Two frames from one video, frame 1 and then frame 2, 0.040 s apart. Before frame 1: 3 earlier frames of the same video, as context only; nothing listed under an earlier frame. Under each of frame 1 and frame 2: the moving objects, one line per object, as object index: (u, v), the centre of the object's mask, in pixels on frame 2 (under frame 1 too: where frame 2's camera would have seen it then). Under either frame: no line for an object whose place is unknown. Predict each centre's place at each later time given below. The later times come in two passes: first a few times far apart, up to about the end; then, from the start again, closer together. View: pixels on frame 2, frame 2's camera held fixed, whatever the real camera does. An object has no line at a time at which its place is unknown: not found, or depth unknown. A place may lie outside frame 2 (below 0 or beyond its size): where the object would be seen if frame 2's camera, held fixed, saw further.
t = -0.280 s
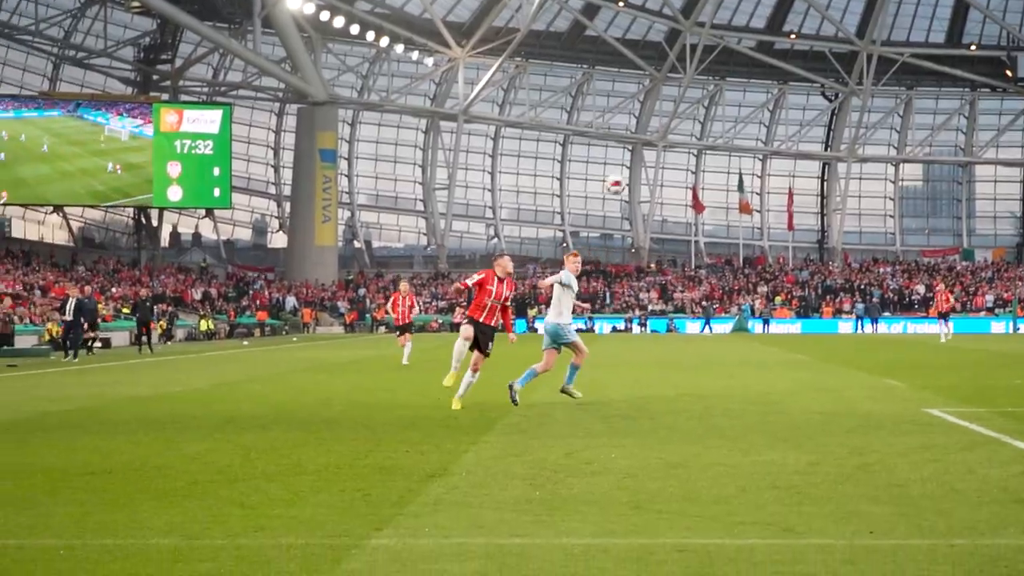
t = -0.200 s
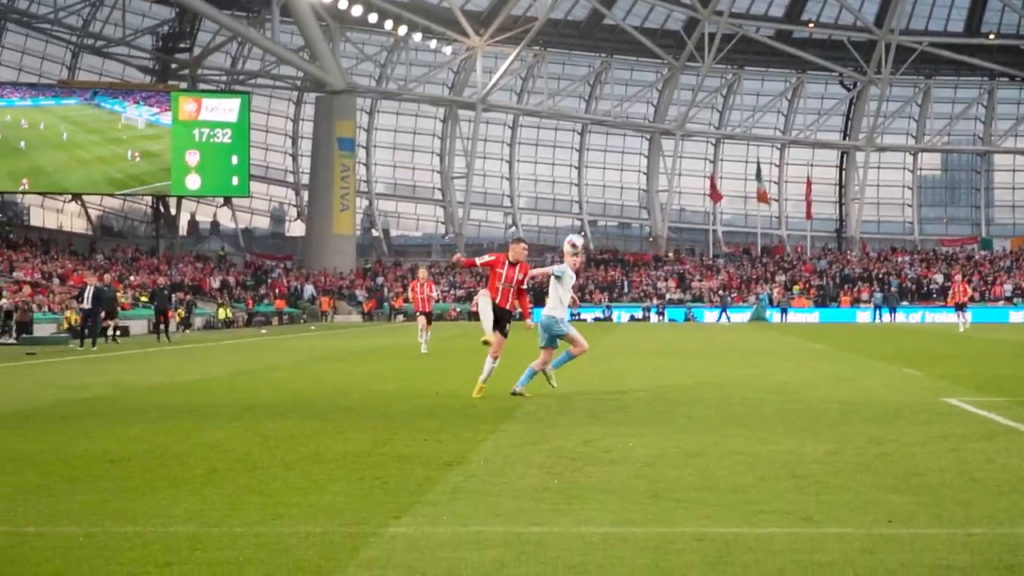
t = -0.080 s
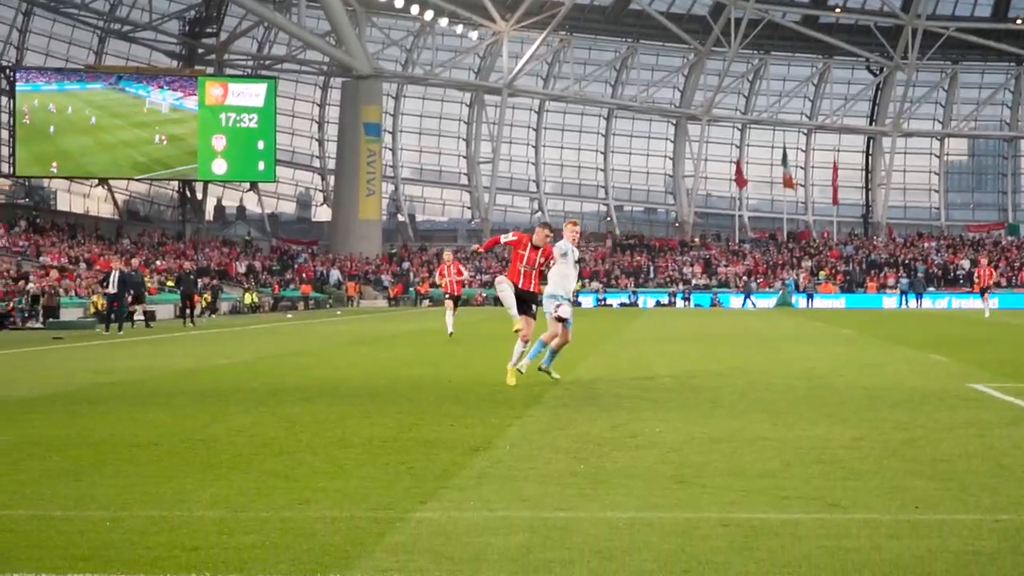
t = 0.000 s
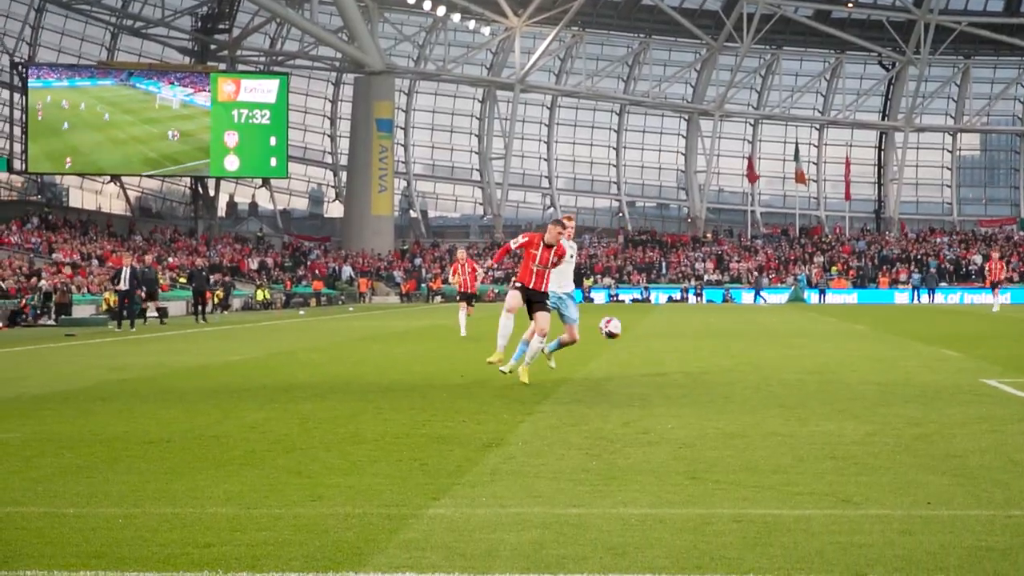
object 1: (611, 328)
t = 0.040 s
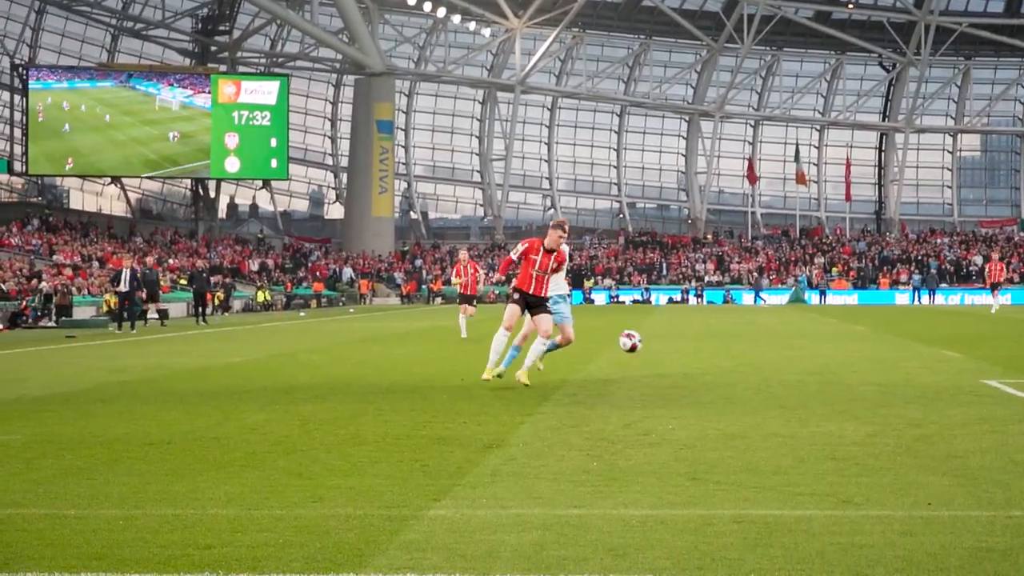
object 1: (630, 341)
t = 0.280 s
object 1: (740, 356)
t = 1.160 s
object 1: (1186, 406)
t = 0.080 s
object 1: (649, 355)
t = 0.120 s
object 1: (669, 372)
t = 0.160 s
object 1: (688, 384)
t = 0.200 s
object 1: (705, 374)
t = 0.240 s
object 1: (722, 364)
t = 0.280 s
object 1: (740, 356)
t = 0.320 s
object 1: (757, 350)
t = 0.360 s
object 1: (774, 345)
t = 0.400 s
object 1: (792, 342)
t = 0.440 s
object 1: (811, 342)
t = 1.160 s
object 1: (1186, 406)
